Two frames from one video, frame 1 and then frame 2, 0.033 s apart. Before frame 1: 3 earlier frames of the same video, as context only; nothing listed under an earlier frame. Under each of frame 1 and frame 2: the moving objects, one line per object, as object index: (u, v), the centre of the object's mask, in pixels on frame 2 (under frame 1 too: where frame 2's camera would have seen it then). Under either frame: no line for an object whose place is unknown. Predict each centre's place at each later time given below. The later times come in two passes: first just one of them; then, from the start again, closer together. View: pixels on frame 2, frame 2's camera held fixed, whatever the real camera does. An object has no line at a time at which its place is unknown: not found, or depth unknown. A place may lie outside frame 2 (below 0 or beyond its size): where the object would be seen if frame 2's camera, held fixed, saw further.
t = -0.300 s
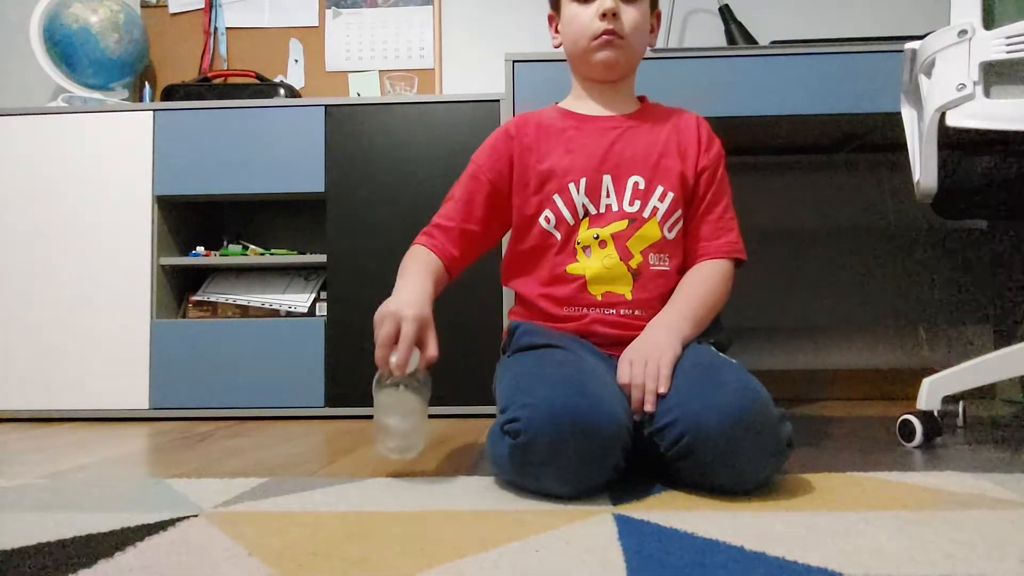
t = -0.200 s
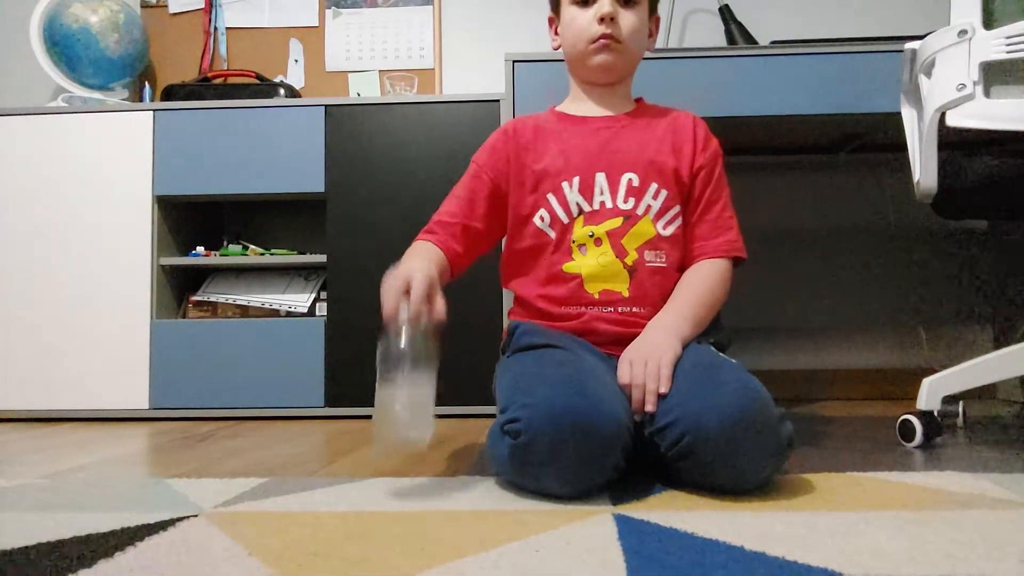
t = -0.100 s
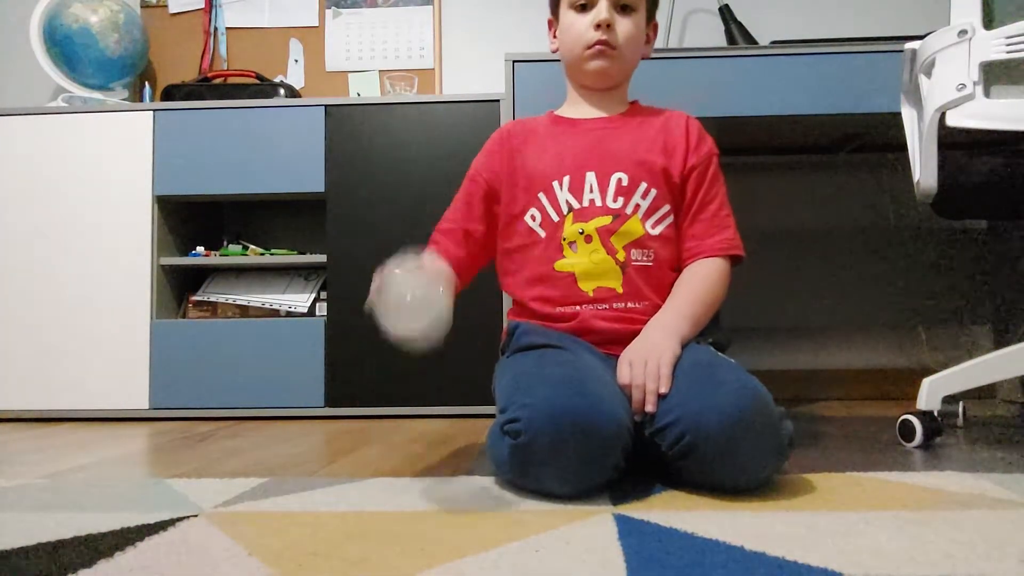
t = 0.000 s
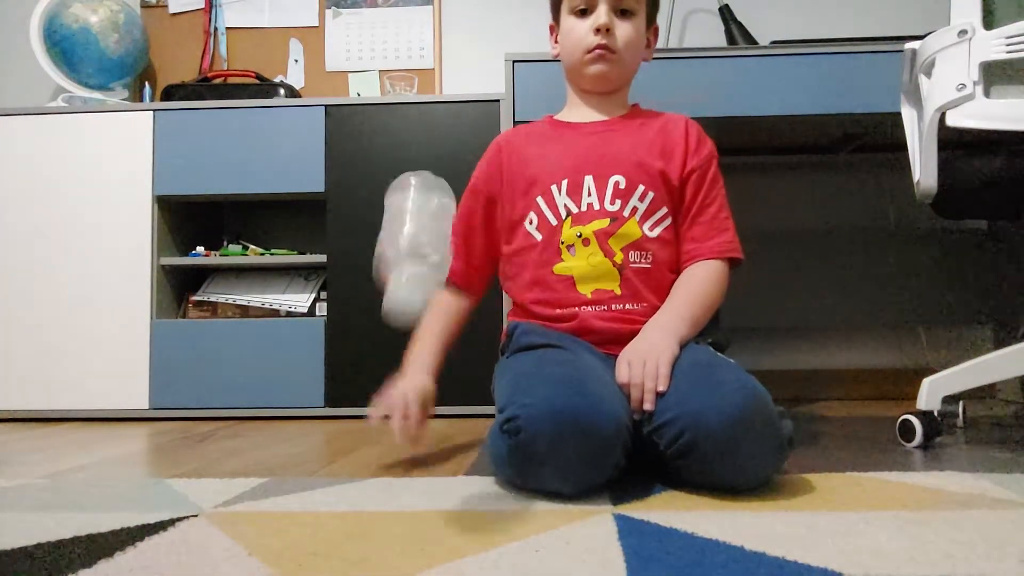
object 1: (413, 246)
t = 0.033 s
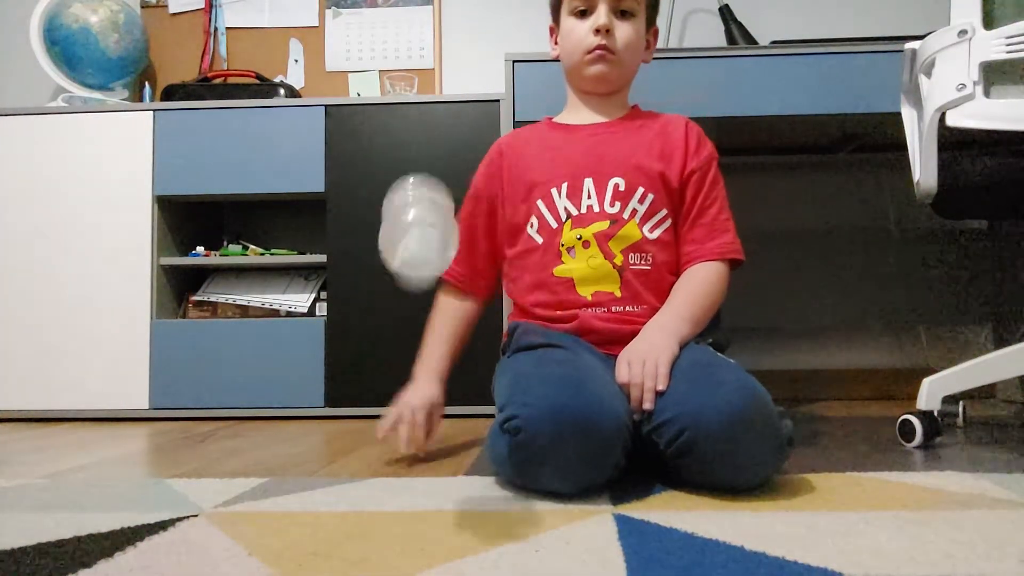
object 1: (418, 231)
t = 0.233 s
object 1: (428, 467)
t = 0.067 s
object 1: (419, 235)
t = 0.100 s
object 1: (420, 261)
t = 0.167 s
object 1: (428, 340)
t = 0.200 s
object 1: (429, 413)
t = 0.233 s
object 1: (428, 467)
